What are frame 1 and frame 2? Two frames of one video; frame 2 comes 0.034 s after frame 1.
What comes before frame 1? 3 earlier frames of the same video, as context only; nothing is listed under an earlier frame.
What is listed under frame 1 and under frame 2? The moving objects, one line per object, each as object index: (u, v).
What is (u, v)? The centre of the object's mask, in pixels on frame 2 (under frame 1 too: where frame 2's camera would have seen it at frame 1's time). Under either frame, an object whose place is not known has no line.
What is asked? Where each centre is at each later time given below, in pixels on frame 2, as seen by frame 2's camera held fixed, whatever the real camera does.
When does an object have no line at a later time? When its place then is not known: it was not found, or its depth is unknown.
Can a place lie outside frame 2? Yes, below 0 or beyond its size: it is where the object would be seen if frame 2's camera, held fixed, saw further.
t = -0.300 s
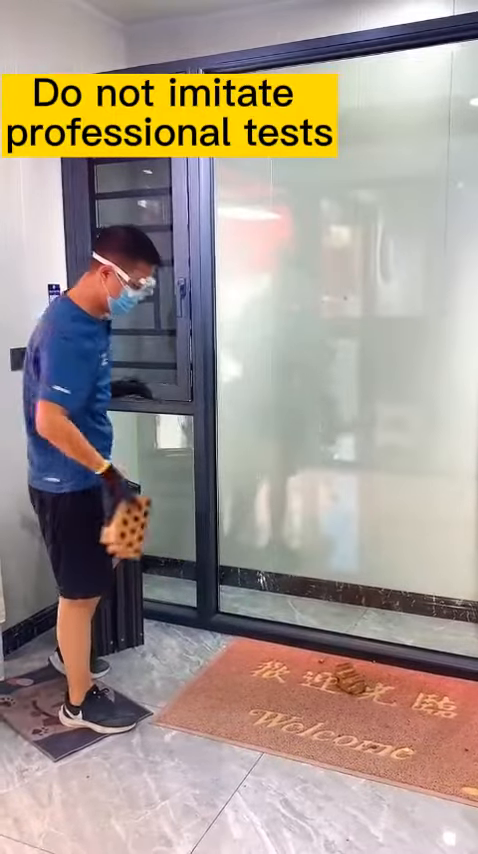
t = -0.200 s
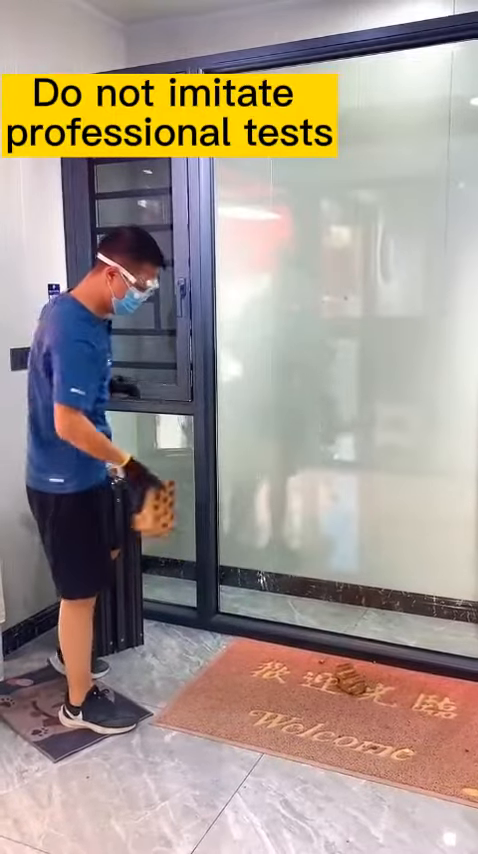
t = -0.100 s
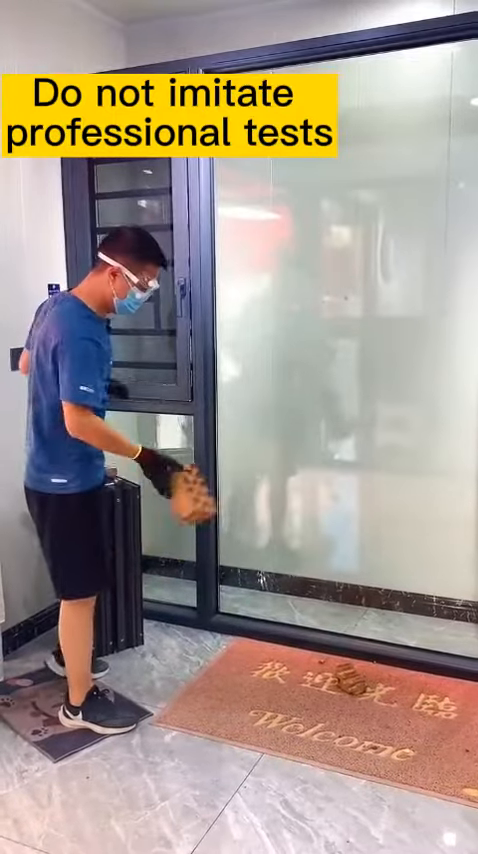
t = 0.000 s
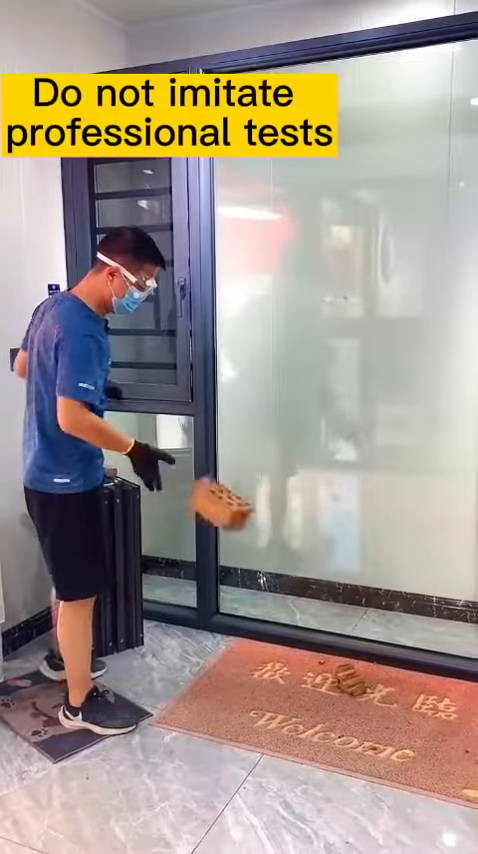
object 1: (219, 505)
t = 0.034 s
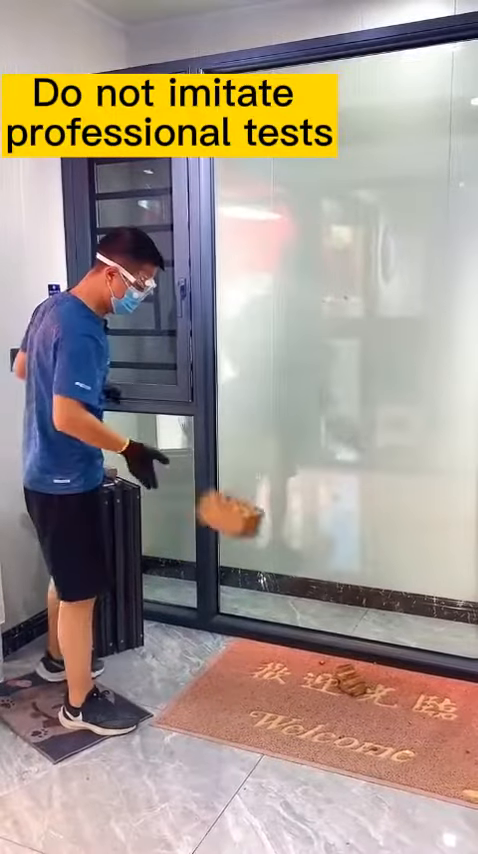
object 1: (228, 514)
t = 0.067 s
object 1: (239, 529)
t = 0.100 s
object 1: (250, 545)
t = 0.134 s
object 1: (259, 563)
